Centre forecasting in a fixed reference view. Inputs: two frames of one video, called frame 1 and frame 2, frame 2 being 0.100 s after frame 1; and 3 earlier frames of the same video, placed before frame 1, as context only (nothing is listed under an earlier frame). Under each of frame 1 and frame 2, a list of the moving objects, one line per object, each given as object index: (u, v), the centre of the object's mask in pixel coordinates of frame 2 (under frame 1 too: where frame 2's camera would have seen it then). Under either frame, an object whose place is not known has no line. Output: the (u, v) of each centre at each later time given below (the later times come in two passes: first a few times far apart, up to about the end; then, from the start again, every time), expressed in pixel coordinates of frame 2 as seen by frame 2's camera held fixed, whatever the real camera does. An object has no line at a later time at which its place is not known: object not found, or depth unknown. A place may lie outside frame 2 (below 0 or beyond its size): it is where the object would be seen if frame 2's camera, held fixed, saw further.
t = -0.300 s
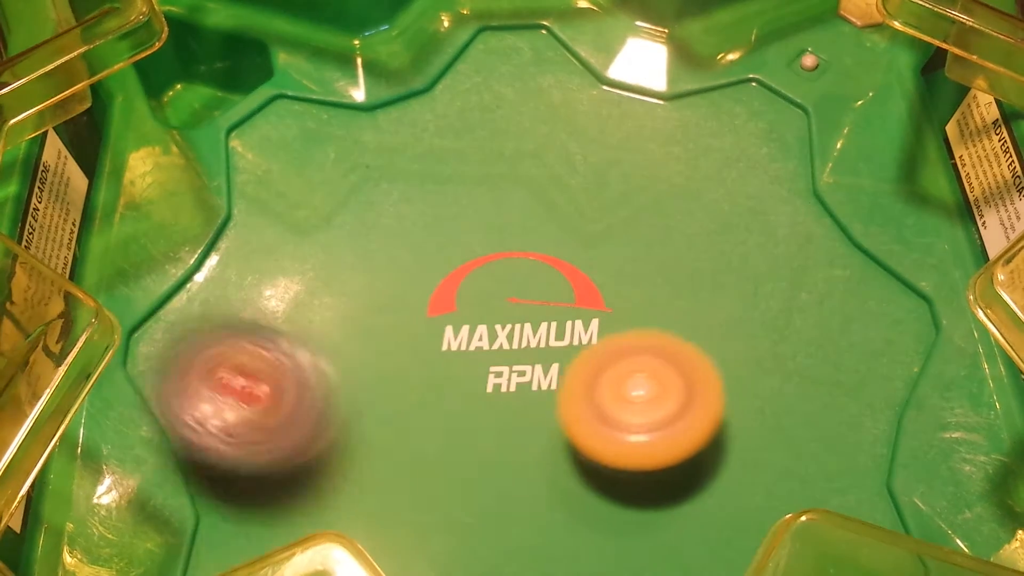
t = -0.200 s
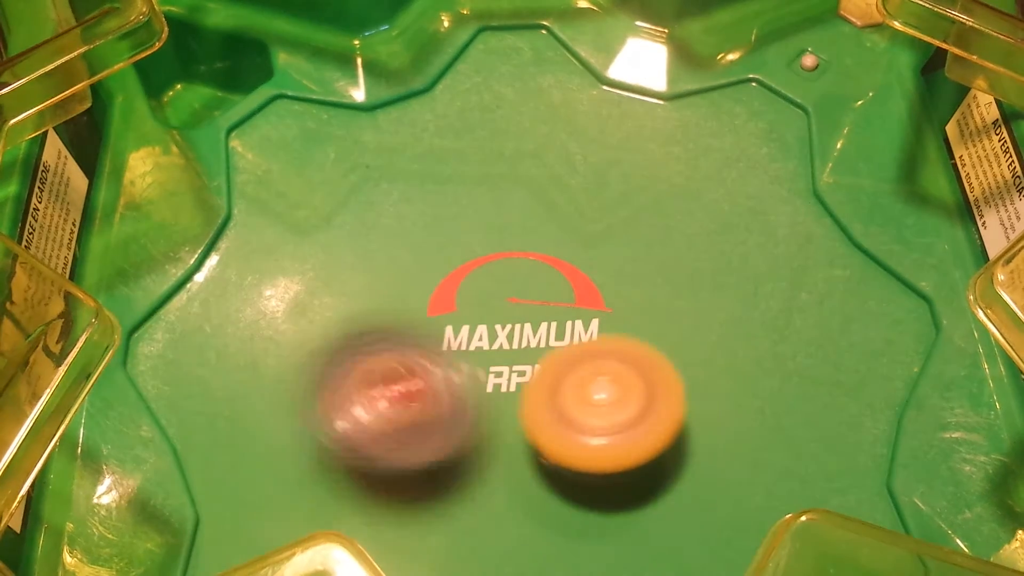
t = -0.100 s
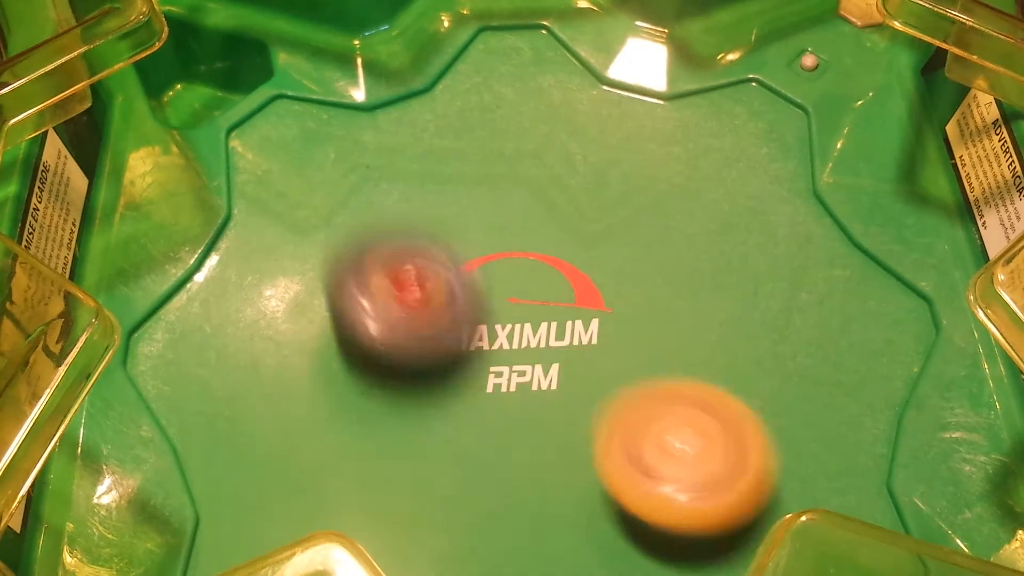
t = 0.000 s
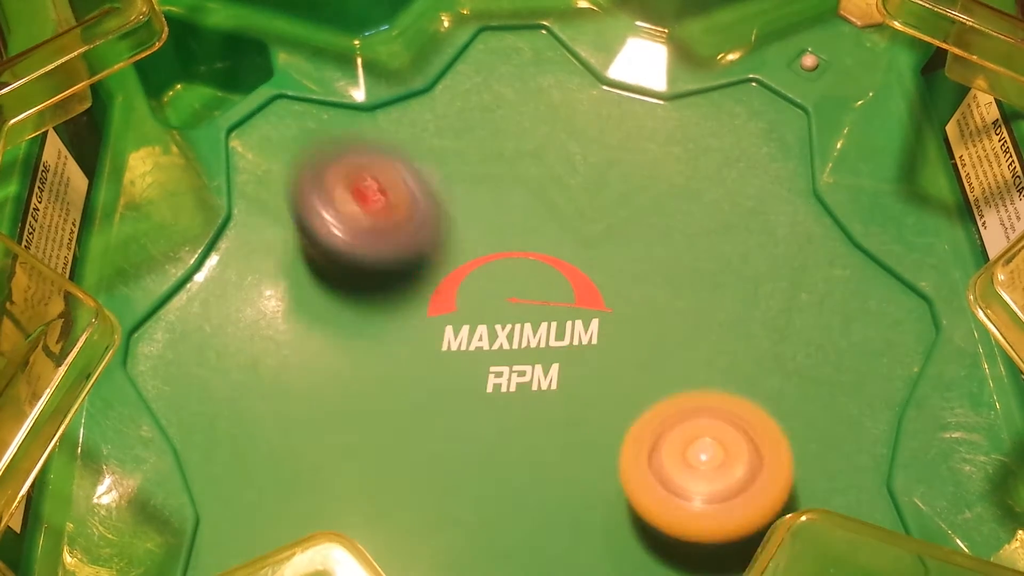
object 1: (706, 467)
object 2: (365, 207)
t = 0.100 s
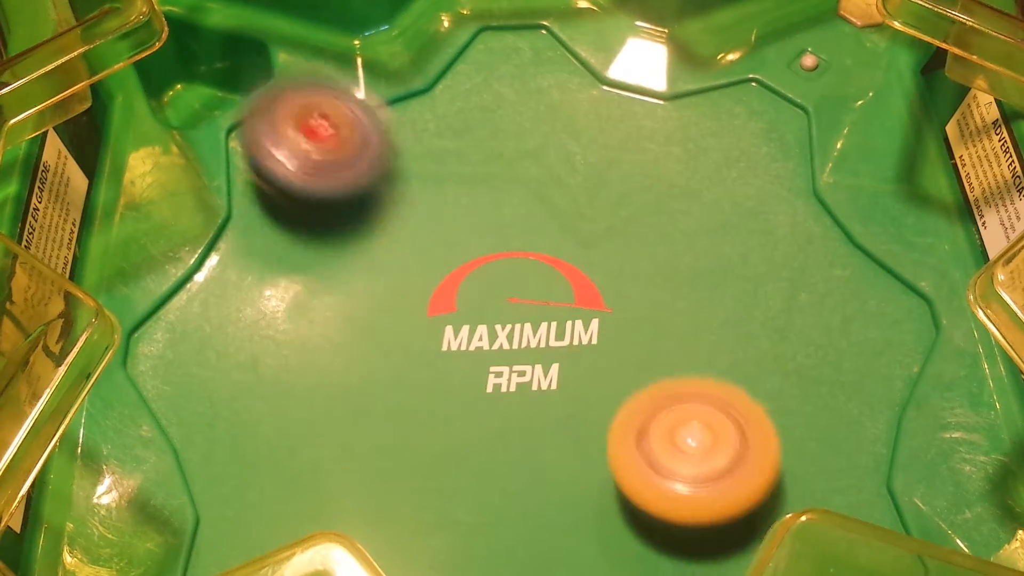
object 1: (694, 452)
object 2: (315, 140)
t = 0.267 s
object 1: (642, 417)
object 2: (259, 112)
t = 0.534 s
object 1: (519, 362)
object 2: (418, 192)
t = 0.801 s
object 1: (405, 324)
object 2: (597, 96)
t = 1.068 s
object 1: (359, 311)
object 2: (597, 136)
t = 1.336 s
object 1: (420, 314)
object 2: (762, 261)
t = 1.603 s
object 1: (533, 298)
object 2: (834, 245)
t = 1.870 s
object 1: (423, 222)
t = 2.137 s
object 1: (397, 300)
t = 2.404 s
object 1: (479, 384)
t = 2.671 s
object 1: (602, 409)
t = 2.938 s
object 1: (679, 373)
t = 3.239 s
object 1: (654, 313)
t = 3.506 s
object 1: (571, 294)
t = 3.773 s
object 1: (499, 311)
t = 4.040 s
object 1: (561, 399)
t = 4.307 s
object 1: (587, 415)
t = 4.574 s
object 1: (584, 383)
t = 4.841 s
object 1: (549, 336)
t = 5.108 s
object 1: (520, 300)
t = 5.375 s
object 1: (511, 278)
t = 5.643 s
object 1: (522, 288)
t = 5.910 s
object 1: (564, 313)
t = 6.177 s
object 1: (586, 343)
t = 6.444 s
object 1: (588, 369)
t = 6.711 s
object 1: (563, 377)
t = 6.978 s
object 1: (528, 363)
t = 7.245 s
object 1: (514, 353)
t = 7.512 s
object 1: (529, 317)
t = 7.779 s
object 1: (543, 321)
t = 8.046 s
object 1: (580, 323)
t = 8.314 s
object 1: (600, 337)
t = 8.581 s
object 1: (589, 354)
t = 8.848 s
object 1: (555, 358)
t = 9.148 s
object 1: (511, 351)
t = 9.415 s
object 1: (492, 357)
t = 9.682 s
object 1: (498, 379)
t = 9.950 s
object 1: (535, 374)
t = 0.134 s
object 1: (686, 445)
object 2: (296, 120)
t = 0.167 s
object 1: (678, 439)
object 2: (278, 105)
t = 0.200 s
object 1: (667, 432)
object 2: (258, 93)
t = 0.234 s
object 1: (656, 425)
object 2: (254, 94)
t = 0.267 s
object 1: (642, 417)
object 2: (259, 112)
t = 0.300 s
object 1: (629, 411)
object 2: (267, 126)
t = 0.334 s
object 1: (614, 403)
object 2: (277, 142)
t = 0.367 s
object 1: (600, 397)
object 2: (285, 154)
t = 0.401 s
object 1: (584, 390)
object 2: (300, 165)
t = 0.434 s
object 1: (568, 383)
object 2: (326, 179)
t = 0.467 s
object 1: (551, 375)
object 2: (354, 188)
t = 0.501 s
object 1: (535, 369)
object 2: (386, 191)
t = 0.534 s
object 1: (519, 362)
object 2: (418, 192)
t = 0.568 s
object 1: (502, 356)
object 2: (450, 189)
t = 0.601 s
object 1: (486, 351)
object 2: (479, 181)
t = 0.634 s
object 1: (470, 345)
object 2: (507, 170)
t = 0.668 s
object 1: (456, 340)
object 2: (532, 157)
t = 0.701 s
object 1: (442, 336)
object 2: (553, 144)
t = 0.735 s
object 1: (429, 331)
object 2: (572, 129)
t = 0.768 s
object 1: (416, 327)
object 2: (586, 112)
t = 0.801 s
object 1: (405, 324)
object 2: (597, 96)
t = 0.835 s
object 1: (394, 320)
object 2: (607, 74)
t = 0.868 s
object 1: (385, 318)
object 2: (610, 62)
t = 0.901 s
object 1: (376, 315)
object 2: (602, 66)
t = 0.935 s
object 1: (369, 313)
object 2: (591, 75)
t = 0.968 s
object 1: (364, 312)
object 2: (587, 83)
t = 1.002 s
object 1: (360, 311)
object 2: (586, 95)
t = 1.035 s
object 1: (359, 311)
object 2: (589, 112)
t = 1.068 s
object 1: (359, 311)
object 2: (597, 136)
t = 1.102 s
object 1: (362, 312)
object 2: (608, 155)
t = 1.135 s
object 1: (365, 313)
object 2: (623, 174)
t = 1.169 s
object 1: (371, 314)
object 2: (643, 197)
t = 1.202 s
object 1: (378, 313)
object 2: (663, 215)
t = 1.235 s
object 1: (386, 314)
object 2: (685, 231)
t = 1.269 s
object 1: (397, 314)
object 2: (710, 244)
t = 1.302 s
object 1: (408, 314)
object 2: (736, 253)
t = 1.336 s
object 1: (420, 314)
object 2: (762, 261)
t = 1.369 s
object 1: (433, 312)
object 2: (787, 267)
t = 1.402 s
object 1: (446, 311)
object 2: (809, 268)
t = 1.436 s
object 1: (460, 307)
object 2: (830, 267)
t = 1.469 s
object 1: (475, 306)
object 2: (847, 260)
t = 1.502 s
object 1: (490, 305)
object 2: (856, 251)
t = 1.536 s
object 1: (504, 303)
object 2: (857, 246)
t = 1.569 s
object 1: (519, 301)
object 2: (849, 244)
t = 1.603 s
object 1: (533, 298)
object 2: (834, 245)
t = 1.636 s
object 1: (546, 296)
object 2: (809, 250)
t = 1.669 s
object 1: (560, 292)
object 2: (781, 265)
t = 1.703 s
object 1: (574, 288)
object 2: (757, 284)
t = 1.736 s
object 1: (566, 279)
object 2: (760, 319)
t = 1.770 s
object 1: (516, 255)
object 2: (809, 354)
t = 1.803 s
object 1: (476, 240)
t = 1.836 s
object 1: (445, 228)
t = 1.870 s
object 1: (423, 222)
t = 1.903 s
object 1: (412, 226)
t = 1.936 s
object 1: (405, 233)
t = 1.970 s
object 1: (399, 242)
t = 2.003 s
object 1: (396, 254)
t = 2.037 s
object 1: (394, 264)
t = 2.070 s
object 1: (394, 275)
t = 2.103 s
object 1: (394, 289)
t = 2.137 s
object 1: (397, 300)
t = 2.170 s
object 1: (403, 313)
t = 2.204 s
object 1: (410, 326)
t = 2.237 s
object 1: (418, 336)
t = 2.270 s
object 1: (429, 348)
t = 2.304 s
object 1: (439, 358)
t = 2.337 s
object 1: (452, 366)
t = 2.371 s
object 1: (466, 376)
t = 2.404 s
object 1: (479, 384)
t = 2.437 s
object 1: (495, 391)
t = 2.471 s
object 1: (511, 398)
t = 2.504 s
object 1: (526, 404)
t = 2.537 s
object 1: (542, 406)
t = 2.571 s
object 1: (557, 409)
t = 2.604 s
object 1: (573, 411)
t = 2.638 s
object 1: (588, 410)
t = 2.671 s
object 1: (602, 409)
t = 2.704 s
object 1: (615, 408)
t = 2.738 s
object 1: (628, 404)
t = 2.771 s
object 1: (640, 400)
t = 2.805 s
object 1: (650, 397)
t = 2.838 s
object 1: (659, 391)
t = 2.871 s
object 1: (667, 385)
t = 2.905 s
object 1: (675, 379)
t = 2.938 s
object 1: (679, 373)
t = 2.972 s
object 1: (683, 365)
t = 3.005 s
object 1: (684, 357)
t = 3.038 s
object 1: (684, 350)
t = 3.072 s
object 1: (682, 343)
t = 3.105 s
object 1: (679, 336)
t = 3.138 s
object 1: (675, 329)
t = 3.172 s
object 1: (668, 324)
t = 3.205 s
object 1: (661, 318)
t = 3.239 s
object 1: (654, 313)
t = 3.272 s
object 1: (645, 310)
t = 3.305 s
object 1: (635, 307)
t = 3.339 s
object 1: (626, 303)
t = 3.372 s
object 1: (615, 299)
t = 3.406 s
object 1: (604, 298)
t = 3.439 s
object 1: (594, 297)
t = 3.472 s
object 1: (582, 295)
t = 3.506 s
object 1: (571, 294)
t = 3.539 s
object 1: (560, 293)
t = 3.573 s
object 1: (550, 293)
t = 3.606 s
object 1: (539, 293)
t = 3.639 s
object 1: (529, 295)
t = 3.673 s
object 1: (519, 297)
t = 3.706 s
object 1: (510, 299)
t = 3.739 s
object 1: (499, 302)
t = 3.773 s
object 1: (499, 311)
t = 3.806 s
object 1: (515, 337)
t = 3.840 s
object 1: (527, 353)
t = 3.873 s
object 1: (534, 363)
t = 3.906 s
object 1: (540, 372)
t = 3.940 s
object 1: (545, 380)
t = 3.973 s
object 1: (551, 387)
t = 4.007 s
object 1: (556, 394)
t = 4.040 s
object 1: (561, 399)
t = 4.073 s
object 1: (566, 404)
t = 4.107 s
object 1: (570, 408)
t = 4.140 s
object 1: (574, 410)
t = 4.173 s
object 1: (577, 412)
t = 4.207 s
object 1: (580, 414)
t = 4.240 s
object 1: (583, 415)
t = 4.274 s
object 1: (585, 415)
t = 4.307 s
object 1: (587, 415)
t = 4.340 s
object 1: (590, 414)
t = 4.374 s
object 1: (592, 413)
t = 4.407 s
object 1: (592, 410)
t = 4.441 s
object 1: (592, 405)
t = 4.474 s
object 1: (592, 400)
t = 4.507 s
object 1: (590, 394)
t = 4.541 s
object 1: (588, 389)
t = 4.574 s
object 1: (584, 383)
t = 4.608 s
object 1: (581, 376)
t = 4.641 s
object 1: (577, 370)
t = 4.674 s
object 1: (573, 364)
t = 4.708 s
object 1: (569, 357)
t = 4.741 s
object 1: (563, 352)
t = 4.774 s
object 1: (559, 349)
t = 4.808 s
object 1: (554, 343)
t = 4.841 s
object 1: (549, 336)
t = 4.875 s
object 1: (547, 329)
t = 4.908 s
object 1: (546, 326)
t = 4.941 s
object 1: (542, 321)
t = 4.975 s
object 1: (537, 316)
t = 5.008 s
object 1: (532, 312)
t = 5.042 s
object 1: (528, 309)
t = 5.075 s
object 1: (523, 303)
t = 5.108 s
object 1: (520, 300)
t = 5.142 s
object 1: (516, 296)
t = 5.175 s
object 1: (513, 292)
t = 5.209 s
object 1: (512, 289)
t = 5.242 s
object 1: (512, 284)
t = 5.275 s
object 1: (513, 281)
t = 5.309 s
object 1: (513, 280)
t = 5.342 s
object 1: (512, 279)
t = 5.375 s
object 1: (511, 278)
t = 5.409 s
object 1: (510, 278)
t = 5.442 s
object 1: (510, 277)
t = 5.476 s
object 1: (510, 278)
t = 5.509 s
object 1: (511, 280)
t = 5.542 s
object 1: (512, 281)
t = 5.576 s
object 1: (514, 283)
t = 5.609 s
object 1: (517, 286)
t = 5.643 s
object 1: (522, 288)
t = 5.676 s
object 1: (527, 291)
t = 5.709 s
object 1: (533, 293)
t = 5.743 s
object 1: (539, 298)
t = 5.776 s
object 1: (543, 300)
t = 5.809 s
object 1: (549, 304)
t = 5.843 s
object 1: (553, 307)
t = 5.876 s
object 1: (559, 310)
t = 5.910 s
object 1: (564, 313)
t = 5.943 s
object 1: (567, 317)
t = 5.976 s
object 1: (570, 321)
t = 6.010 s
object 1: (573, 325)
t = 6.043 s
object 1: (577, 328)
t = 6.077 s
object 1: (580, 332)
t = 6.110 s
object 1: (582, 336)
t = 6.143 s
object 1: (584, 340)
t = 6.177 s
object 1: (586, 343)
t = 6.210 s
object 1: (588, 346)
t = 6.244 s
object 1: (589, 350)
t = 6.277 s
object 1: (590, 354)
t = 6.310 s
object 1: (590, 357)
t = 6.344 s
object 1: (590, 361)
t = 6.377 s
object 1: (590, 363)
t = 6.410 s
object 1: (589, 366)
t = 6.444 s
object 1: (588, 369)
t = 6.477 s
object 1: (586, 371)
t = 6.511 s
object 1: (585, 373)
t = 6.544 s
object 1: (582, 375)
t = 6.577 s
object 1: (579, 377)
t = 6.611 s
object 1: (575, 377)
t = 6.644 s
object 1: (571, 378)
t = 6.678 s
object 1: (567, 377)
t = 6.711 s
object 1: (563, 377)
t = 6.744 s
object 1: (558, 376)
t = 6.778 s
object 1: (554, 375)
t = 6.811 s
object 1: (550, 374)
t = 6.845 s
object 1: (546, 372)
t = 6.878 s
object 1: (541, 370)
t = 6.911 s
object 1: (536, 368)
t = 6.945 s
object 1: (533, 365)
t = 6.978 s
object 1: (528, 363)
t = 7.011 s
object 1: (525, 360)
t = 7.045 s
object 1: (521, 358)
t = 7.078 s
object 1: (517, 356)
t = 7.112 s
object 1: (513, 354)
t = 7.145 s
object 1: (511, 351)
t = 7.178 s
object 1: (511, 351)
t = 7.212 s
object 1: (512, 352)
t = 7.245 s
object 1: (514, 353)
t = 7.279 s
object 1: (514, 349)
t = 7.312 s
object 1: (516, 344)
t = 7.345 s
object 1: (517, 339)
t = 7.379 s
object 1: (519, 334)
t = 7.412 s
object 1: (523, 329)
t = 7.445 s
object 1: (525, 325)
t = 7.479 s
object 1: (527, 320)
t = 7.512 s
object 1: (529, 317)
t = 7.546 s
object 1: (528, 317)
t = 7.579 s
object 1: (527, 316)
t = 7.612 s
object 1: (528, 314)
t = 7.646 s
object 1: (532, 313)
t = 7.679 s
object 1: (536, 315)
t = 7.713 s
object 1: (540, 316)
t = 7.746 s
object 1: (543, 319)
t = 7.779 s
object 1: (543, 321)
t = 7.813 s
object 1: (546, 320)
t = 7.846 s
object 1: (551, 320)
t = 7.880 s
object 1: (556, 320)
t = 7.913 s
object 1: (561, 321)
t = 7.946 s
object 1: (566, 321)
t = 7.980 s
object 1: (570, 322)
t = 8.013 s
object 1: (575, 322)
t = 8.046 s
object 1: (580, 323)
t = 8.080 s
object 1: (584, 325)
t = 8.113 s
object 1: (588, 326)
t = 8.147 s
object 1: (591, 327)
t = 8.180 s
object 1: (594, 329)
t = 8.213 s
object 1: (596, 330)
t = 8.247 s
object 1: (598, 333)
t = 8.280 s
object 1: (599, 335)
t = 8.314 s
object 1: (600, 337)
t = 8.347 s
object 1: (601, 339)
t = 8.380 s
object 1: (601, 342)
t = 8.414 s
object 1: (601, 344)
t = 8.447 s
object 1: (600, 346)
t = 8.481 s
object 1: (598, 348)
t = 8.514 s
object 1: (595, 350)
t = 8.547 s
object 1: (592, 352)
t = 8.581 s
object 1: (589, 354)
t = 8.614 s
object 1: (586, 355)
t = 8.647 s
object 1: (582, 356)
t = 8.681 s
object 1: (578, 357)
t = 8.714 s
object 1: (573, 357)
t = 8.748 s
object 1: (569, 358)
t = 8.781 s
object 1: (564, 358)
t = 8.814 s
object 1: (560, 358)
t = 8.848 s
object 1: (555, 358)
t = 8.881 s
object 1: (550, 358)
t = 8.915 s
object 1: (544, 357)
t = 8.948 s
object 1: (540, 357)
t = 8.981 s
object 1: (534, 356)
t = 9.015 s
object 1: (527, 354)
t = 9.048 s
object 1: (522, 353)
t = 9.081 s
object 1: (518, 353)
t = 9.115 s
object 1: (515, 353)
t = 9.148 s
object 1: (511, 351)
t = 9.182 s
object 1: (508, 348)
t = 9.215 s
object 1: (505, 345)
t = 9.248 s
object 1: (503, 343)
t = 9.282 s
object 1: (502, 341)
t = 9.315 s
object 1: (502, 337)
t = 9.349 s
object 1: (497, 344)
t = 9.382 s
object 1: (494, 349)
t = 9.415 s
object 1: (492, 357)
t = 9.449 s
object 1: (489, 362)
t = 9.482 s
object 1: (489, 365)
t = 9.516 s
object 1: (489, 368)
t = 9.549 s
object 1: (490, 371)
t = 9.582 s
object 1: (491, 373)
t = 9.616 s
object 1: (493, 376)
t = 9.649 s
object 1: (496, 378)
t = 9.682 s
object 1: (498, 379)
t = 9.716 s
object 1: (502, 380)
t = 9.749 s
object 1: (506, 380)
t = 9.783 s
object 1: (510, 380)
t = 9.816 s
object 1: (515, 380)
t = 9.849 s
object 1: (520, 379)
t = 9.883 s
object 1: (525, 378)
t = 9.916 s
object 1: (530, 376)
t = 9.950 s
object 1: (535, 374)
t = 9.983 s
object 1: (525, 377)
